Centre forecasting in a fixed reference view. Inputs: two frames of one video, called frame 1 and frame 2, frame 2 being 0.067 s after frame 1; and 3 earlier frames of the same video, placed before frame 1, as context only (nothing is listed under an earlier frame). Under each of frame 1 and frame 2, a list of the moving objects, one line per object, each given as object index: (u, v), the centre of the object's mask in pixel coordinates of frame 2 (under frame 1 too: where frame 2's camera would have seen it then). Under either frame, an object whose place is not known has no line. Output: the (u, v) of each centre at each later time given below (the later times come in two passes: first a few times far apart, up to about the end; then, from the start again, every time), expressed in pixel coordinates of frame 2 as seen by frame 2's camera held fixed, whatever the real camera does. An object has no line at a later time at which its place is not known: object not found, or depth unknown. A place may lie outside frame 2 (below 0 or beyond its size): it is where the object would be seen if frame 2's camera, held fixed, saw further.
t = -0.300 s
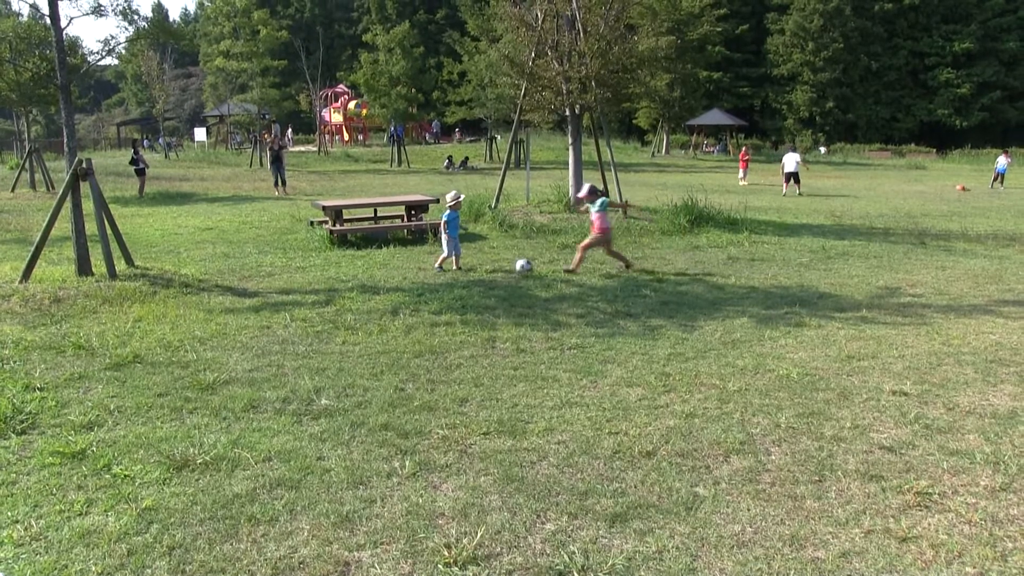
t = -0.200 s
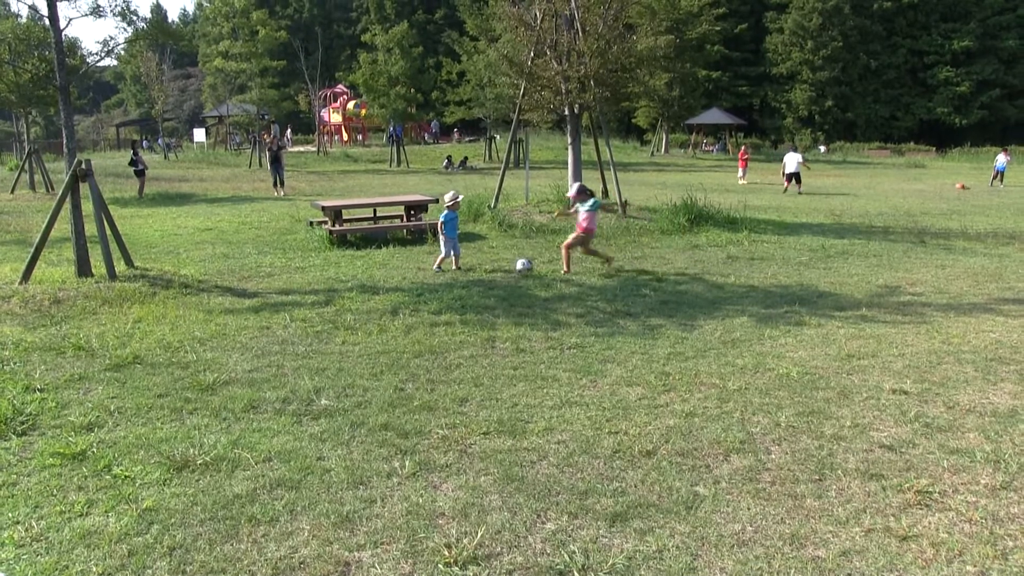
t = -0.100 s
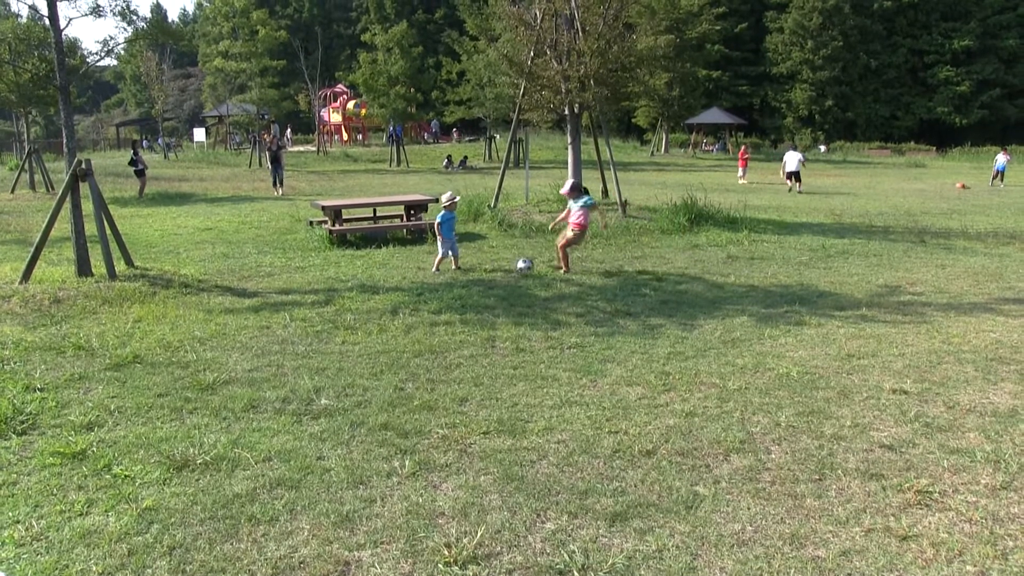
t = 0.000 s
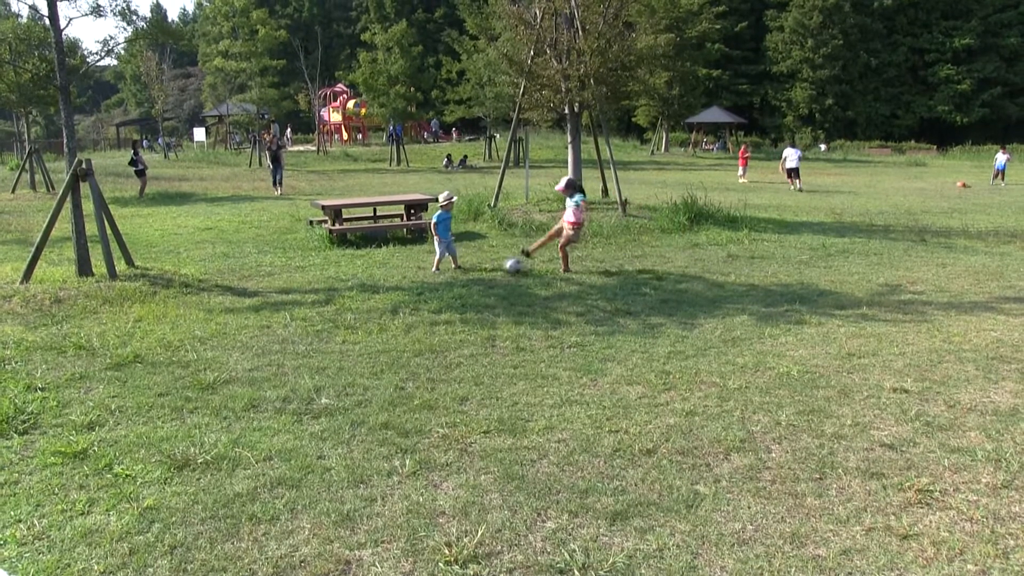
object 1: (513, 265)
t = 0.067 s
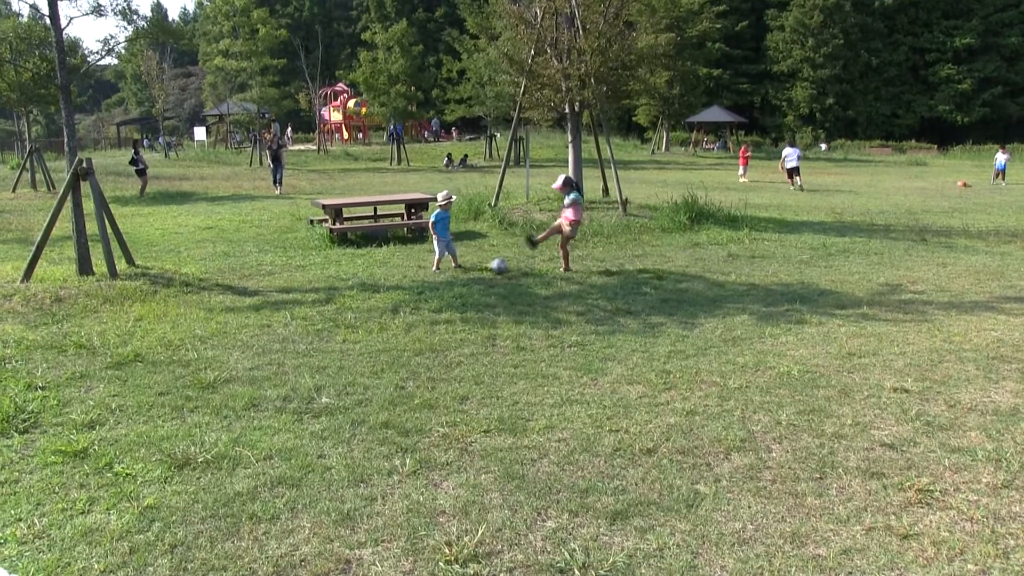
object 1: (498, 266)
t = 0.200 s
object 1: (467, 274)
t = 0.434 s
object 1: (410, 279)
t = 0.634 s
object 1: (359, 290)
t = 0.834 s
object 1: (303, 298)
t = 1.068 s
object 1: (237, 312)
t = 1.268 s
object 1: (177, 325)
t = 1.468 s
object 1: (115, 335)
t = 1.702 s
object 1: (36, 348)
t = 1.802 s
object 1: (4, 354)
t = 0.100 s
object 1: (490, 269)
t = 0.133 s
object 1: (484, 272)
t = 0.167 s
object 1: (475, 273)
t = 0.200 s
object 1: (467, 274)
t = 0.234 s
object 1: (459, 274)
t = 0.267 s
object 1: (450, 275)
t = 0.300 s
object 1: (442, 277)
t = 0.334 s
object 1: (434, 279)
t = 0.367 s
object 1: (425, 279)
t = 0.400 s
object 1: (417, 279)
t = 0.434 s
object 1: (410, 279)
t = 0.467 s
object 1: (401, 279)
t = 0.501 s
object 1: (393, 281)
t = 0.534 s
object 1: (385, 281)
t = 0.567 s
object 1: (377, 285)
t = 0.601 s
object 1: (369, 289)
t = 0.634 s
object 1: (359, 290)
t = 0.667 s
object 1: (351, 290)
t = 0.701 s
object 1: (341, 291)
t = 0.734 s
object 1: (333, 294)
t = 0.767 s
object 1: (324, 297)
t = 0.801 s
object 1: (315, 298)
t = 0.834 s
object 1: (303, 298)
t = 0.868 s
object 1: (295, 299)
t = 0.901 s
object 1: (285, 302)
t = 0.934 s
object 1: (275, 304)
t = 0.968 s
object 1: (266, 307)
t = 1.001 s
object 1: (256, 308)
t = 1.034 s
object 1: (247, 310)
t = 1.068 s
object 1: (237, 312)
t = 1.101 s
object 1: (228, 315)
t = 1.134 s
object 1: (218, 315)
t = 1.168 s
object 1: (208, 316)
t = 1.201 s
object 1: (197, 319)
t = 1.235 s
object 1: (187, 322)
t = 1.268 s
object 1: (177, 325)
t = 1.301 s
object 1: (167, 325)
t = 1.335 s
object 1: (155, 325)
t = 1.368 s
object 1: (145, 328)
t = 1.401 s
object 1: (135, 331)
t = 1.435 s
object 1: (124, 334)
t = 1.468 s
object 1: (115, 335)
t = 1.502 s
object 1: (104, 337)
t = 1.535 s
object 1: (92, 340)
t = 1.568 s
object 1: (81, 341)
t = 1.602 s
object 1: (70, 342)
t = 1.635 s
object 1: (59, 344)
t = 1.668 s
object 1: (47, 346)
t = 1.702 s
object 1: (36, 348)
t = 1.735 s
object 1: (26, 348)
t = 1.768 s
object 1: (16, 350)
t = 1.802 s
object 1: (4, 354)
